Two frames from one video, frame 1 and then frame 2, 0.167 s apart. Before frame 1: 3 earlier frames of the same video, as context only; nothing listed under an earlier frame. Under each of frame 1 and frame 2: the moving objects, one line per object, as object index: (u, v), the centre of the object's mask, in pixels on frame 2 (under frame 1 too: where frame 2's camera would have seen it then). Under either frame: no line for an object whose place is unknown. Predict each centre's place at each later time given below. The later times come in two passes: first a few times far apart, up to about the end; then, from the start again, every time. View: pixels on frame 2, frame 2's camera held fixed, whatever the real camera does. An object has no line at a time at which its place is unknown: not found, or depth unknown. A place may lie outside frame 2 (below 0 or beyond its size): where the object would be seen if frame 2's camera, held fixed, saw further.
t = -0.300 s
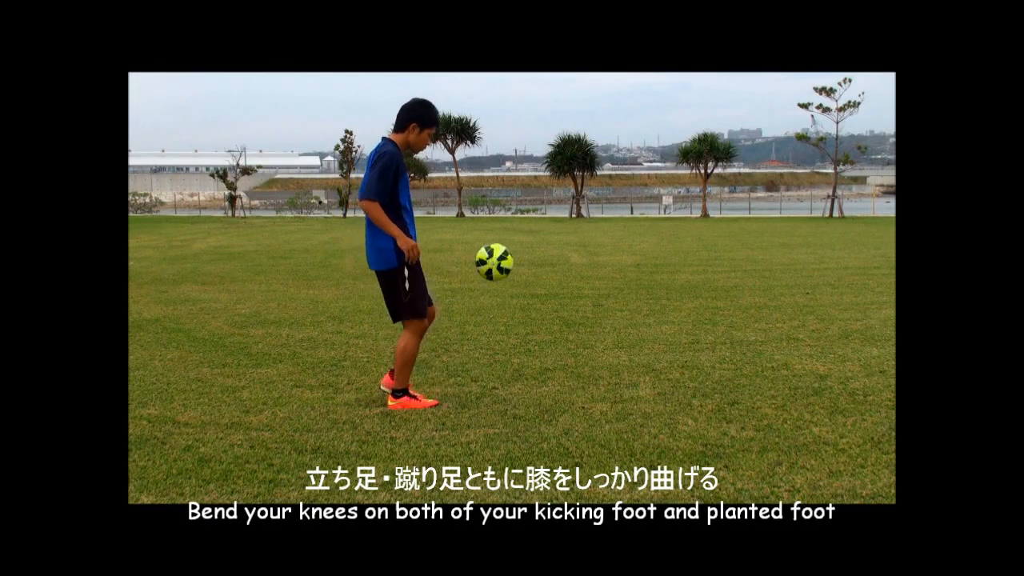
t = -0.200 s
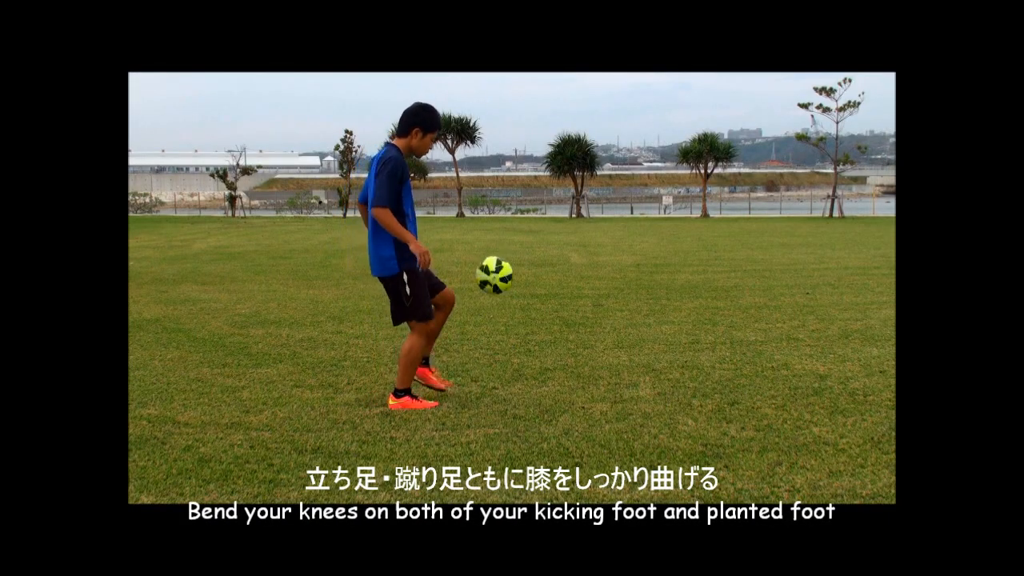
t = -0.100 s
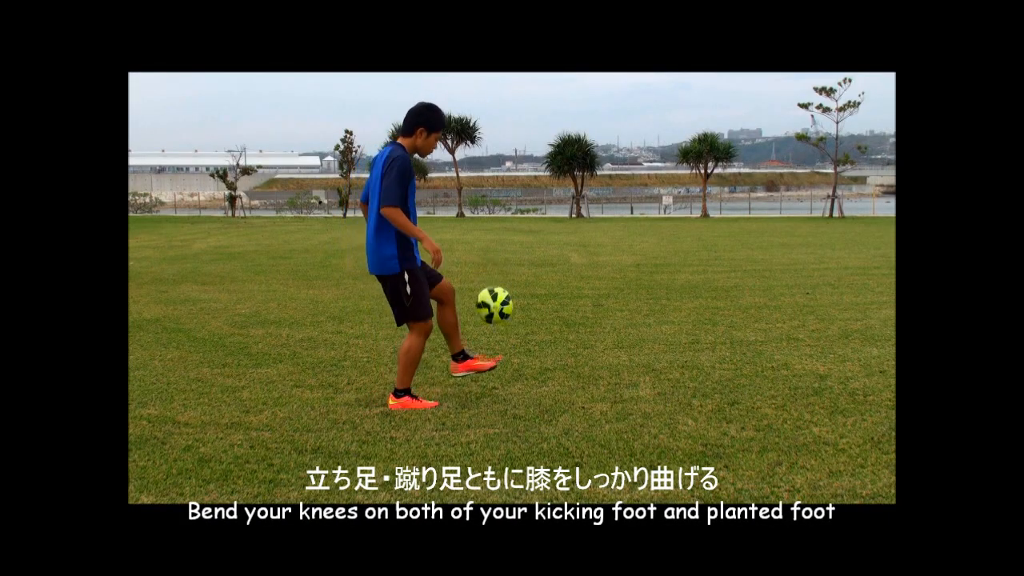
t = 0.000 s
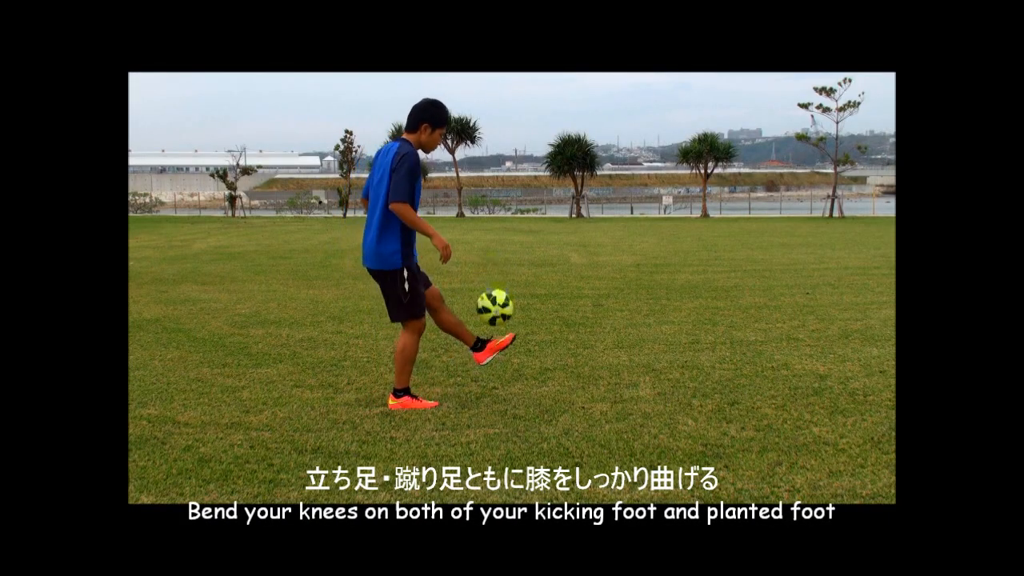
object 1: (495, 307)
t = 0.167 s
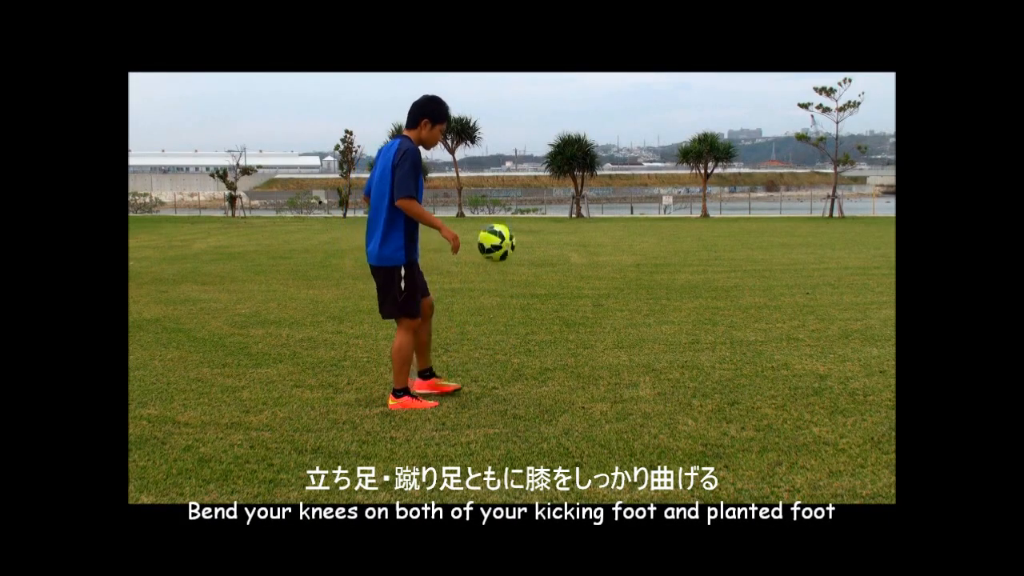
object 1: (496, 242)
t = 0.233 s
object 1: (497, 229)
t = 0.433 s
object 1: (499, 232)
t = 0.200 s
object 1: (496, 234)
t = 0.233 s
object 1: (497, 229)
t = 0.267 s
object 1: (497, 224)
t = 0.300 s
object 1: (498, 222)
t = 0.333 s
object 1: (498, 222)
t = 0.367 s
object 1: (499, 223)
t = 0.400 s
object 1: (499, 226)
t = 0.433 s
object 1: (499, 232)
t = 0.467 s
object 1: (500, 239)
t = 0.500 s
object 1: (501, 249)
